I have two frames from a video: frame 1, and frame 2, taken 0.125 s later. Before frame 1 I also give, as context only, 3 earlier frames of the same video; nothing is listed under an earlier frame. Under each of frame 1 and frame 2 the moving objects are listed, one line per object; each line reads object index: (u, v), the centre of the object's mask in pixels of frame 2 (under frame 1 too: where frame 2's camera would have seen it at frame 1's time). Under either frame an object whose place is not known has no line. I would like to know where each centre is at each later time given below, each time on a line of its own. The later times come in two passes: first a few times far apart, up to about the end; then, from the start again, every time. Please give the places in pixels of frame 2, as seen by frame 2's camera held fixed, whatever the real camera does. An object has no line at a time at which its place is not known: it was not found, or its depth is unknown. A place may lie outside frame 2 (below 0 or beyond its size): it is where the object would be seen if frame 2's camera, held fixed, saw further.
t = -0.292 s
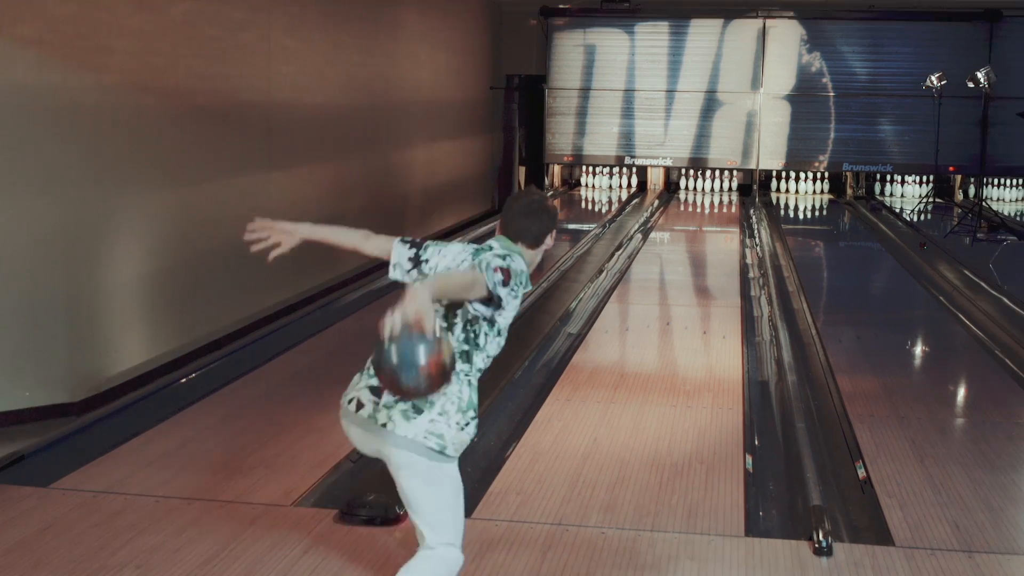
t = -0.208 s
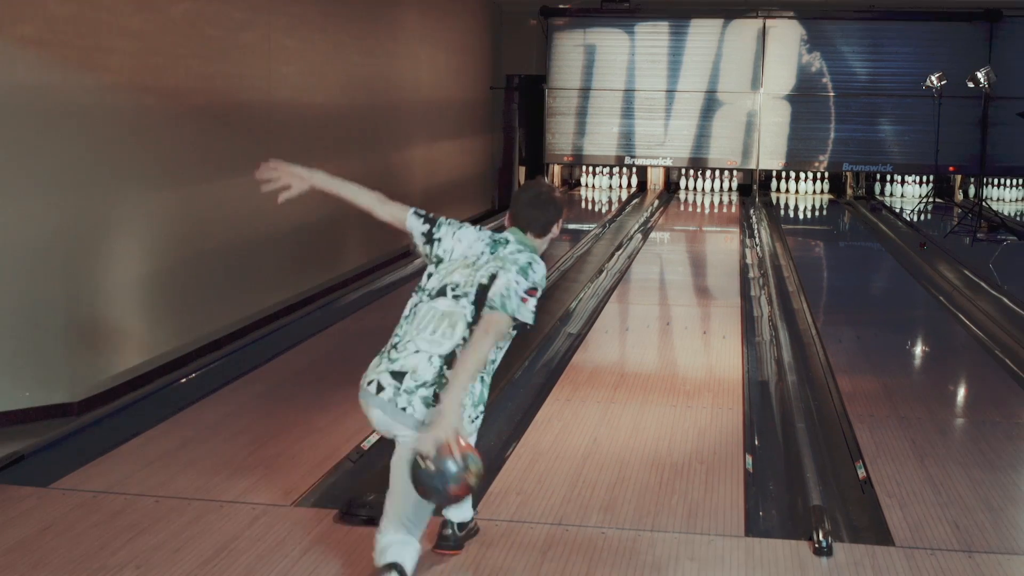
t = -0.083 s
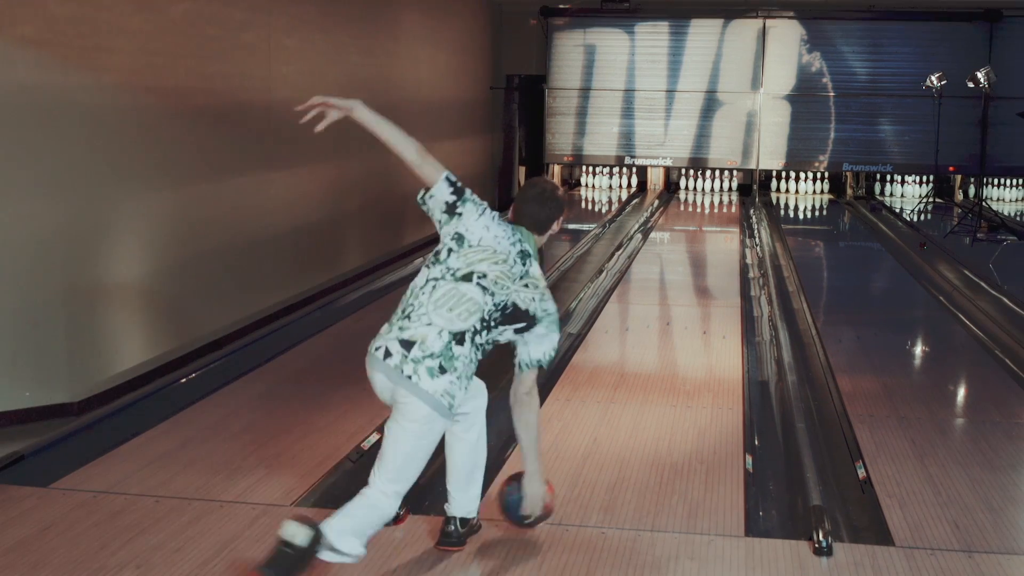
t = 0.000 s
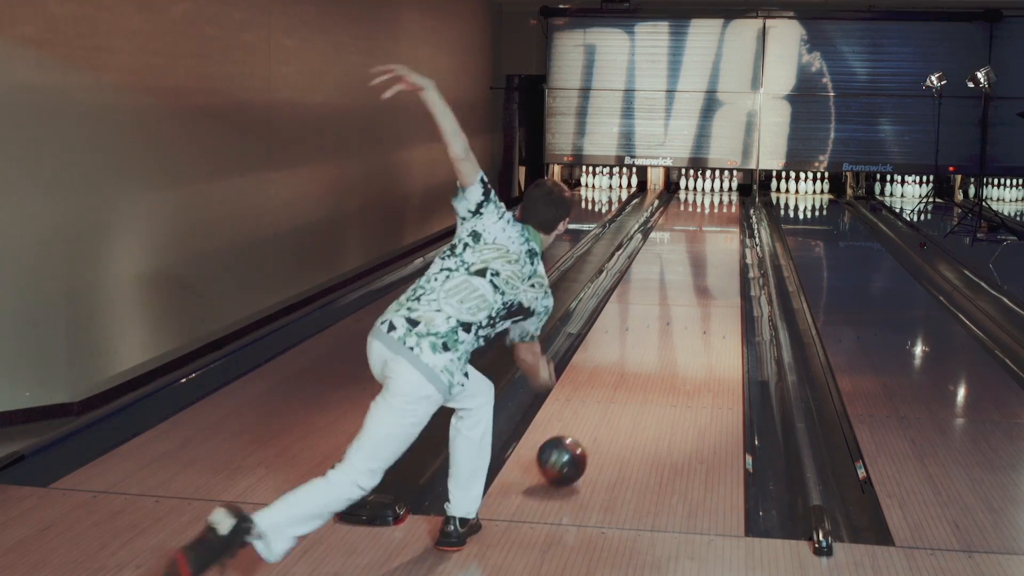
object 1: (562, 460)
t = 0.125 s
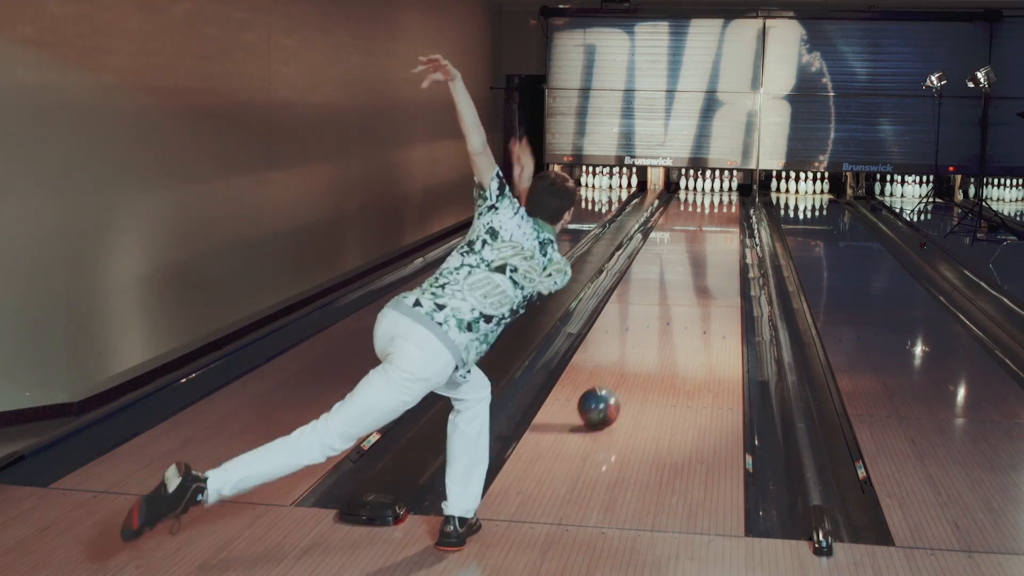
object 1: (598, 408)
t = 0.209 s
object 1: (617, 380)
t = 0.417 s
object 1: (652, 327)
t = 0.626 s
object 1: (675, 291)
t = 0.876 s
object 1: (694, 261)
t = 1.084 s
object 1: (705, 242)
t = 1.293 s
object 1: (713, 227)
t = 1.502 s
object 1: (719, 215)
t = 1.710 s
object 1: (721, 205)
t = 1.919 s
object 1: (720, 197)
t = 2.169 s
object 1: (713, 189)
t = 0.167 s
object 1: (608, 393)
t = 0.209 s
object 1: (617, 380)
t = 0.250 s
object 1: (626, 367)
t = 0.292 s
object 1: (633, 356)
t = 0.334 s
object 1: (640, 346)
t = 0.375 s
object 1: (646, 336)
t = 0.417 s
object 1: (652, 327)
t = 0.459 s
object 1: (658, 319)
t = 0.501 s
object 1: (663, 312)
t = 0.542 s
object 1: (667, 305)
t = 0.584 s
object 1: (671, 298)
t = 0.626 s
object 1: (675, 291)
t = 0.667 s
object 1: (679, 285)
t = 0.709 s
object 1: (682, 280)
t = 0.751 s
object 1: (686, 275)
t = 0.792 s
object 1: (689, 270)
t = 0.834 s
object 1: (691, 265)
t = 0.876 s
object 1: (694, 261)
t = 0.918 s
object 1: (697, 257)
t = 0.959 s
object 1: (699, 253)
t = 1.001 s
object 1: (701, 249)
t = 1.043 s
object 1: (703, 245)
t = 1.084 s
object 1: (705, 242)
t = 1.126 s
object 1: (707, 239)
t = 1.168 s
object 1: (708, 236)
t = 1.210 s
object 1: (710, 232)
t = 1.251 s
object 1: (712, 230)
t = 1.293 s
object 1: (713, 227)
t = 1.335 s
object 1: (714, 225)
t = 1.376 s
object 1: (716, 222)
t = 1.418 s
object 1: (717, 219)
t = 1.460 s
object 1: (717, 217)
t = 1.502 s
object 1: (719, 215)
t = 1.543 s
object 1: (719, 212)
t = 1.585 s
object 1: (720, 211)
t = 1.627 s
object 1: (721, 209)
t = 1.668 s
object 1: (721, 207)
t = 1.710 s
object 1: (721, 205)
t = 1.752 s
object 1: (721, 203)
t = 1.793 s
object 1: (721, 202)
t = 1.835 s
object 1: (721, 200)
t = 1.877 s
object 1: (721, 199)
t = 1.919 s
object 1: (720, 197)
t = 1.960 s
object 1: (719, 196)
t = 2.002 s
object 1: (718, 194)
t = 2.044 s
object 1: (717, 193)
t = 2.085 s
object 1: (716, 192)
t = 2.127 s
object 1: (715, 191)
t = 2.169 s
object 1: (713, 189)
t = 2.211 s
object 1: (712, 188)
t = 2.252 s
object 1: (711, 188)
